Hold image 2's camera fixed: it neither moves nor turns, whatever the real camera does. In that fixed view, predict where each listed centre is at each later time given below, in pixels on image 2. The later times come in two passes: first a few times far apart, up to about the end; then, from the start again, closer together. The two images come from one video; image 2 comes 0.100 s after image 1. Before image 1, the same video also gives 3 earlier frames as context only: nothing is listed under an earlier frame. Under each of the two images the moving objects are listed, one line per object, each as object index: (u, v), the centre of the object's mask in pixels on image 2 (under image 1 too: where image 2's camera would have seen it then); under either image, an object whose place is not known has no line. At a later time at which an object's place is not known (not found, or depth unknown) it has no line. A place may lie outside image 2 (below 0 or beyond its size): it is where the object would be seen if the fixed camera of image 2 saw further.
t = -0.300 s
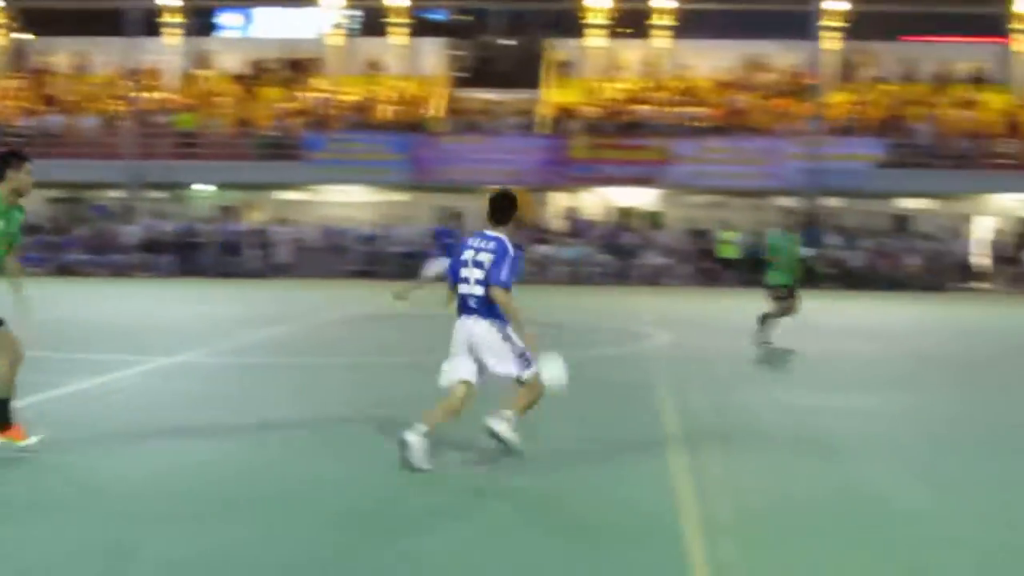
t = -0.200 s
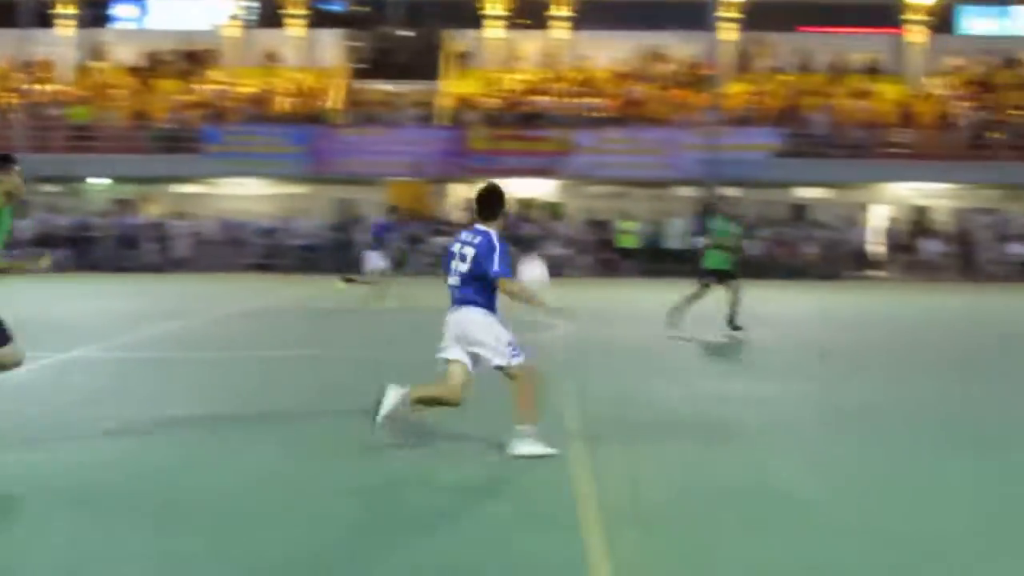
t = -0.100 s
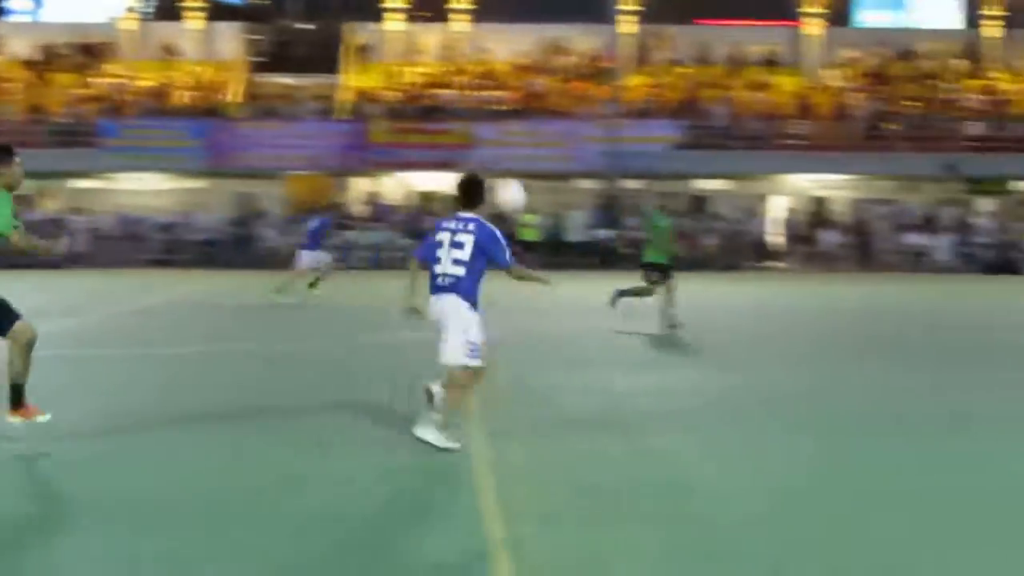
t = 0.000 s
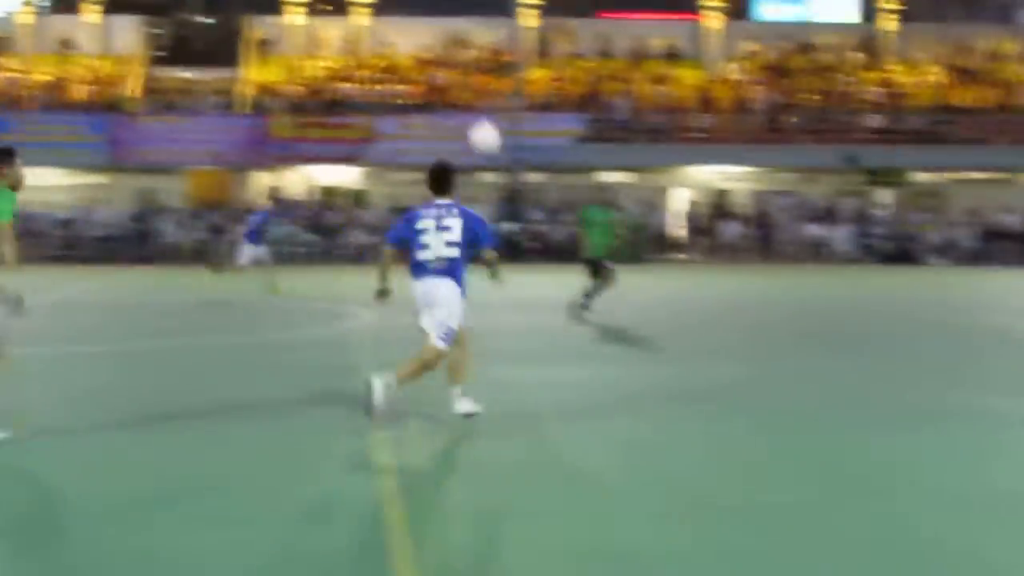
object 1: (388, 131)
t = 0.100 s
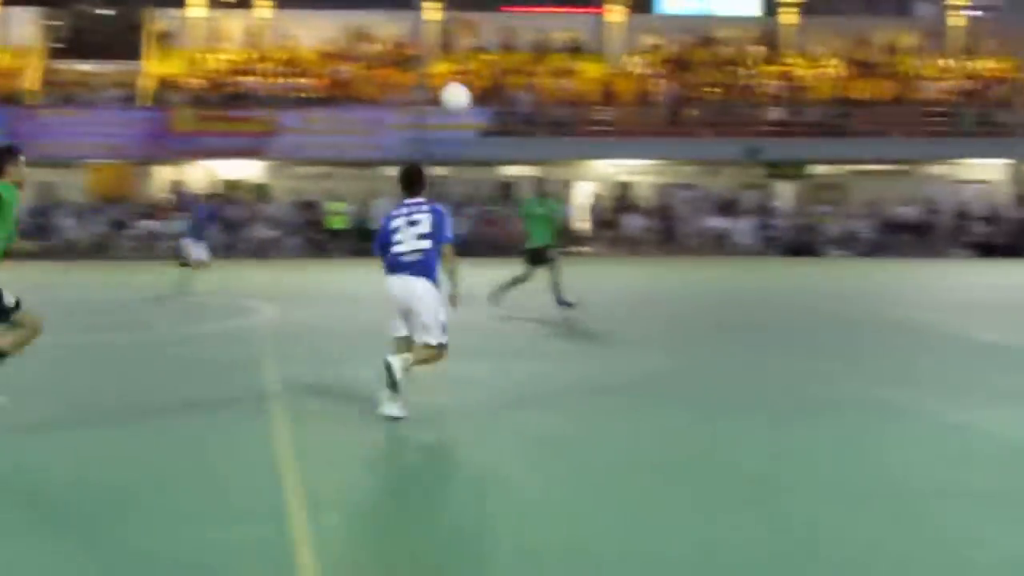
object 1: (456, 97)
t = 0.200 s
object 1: (518, 81)
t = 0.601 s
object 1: (734, 149)
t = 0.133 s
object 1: (476, 89)
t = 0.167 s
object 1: (498, 85)
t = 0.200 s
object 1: (518, 81)
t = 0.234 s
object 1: (538, 78)
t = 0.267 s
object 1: (557, 77)
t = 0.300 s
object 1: (577, 78)
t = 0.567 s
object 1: (717, 136)
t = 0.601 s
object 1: (734, 149)
